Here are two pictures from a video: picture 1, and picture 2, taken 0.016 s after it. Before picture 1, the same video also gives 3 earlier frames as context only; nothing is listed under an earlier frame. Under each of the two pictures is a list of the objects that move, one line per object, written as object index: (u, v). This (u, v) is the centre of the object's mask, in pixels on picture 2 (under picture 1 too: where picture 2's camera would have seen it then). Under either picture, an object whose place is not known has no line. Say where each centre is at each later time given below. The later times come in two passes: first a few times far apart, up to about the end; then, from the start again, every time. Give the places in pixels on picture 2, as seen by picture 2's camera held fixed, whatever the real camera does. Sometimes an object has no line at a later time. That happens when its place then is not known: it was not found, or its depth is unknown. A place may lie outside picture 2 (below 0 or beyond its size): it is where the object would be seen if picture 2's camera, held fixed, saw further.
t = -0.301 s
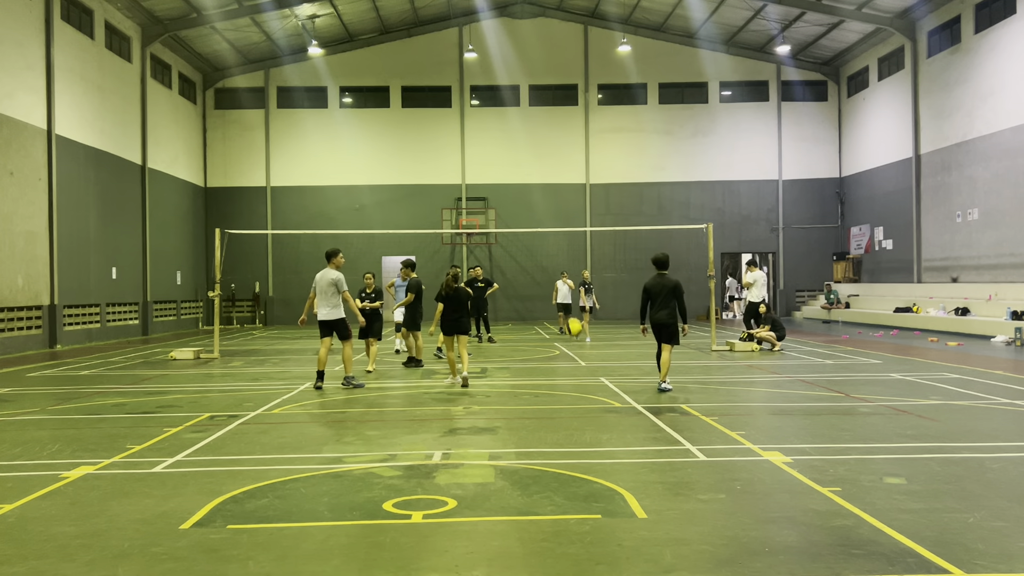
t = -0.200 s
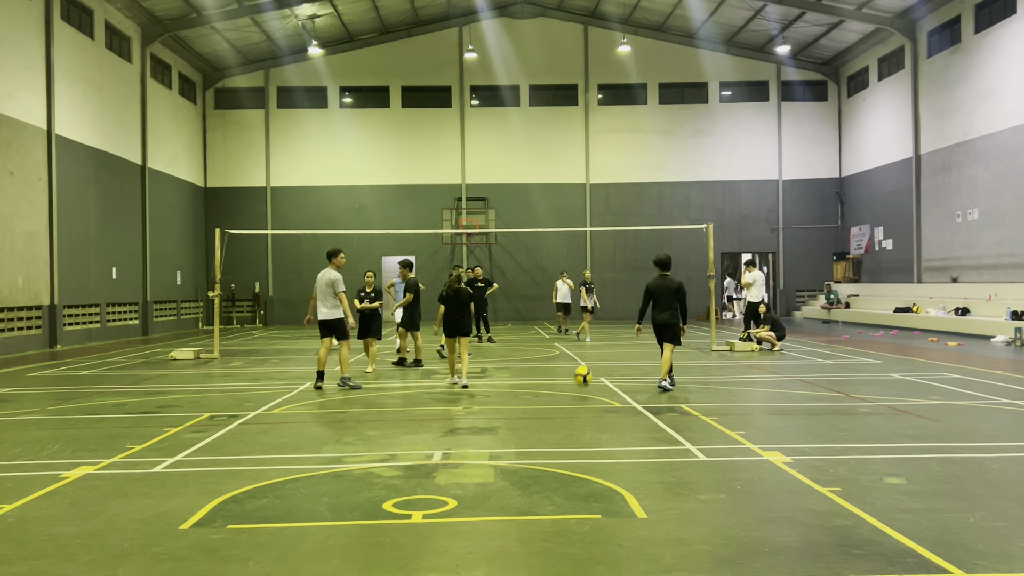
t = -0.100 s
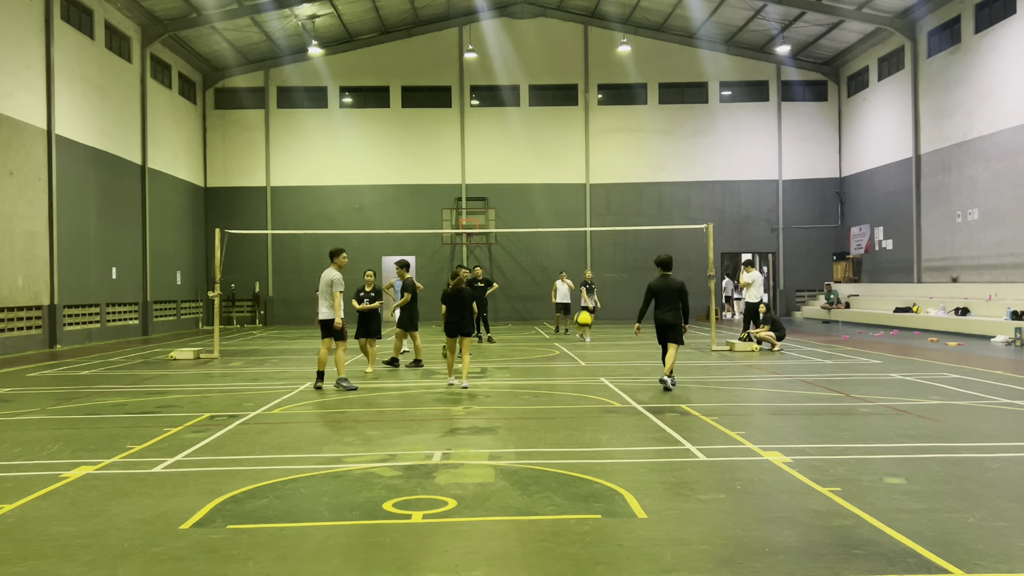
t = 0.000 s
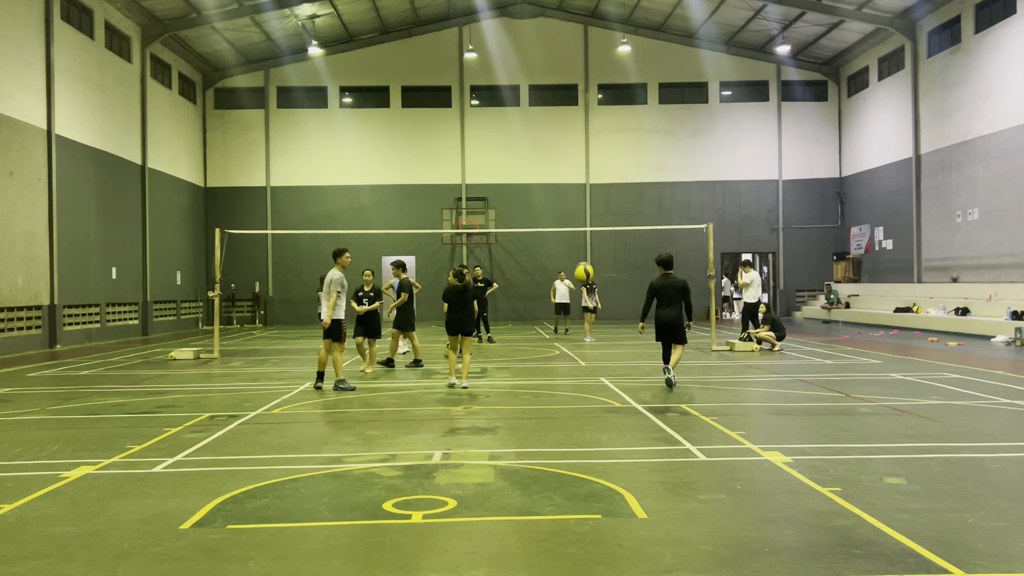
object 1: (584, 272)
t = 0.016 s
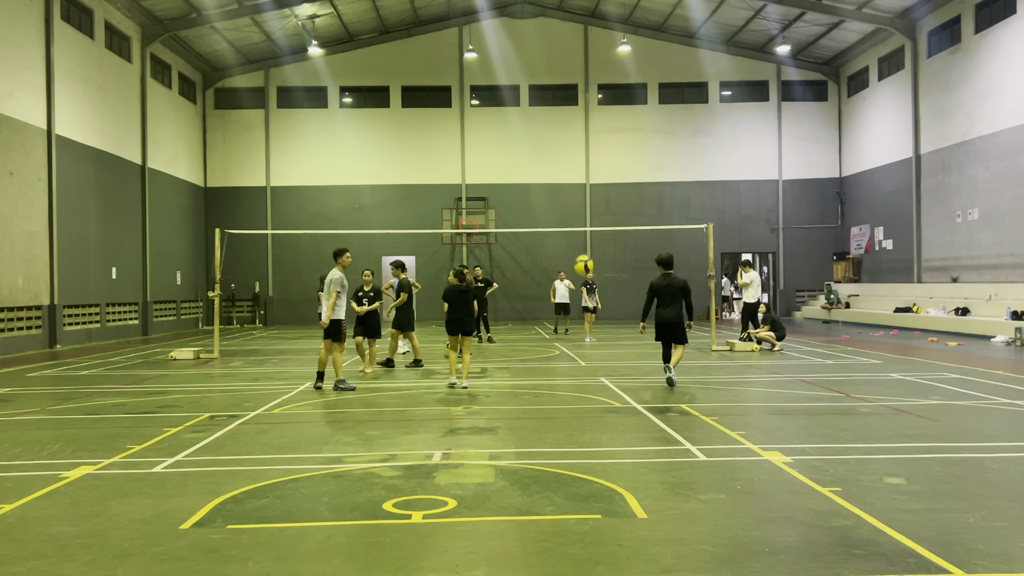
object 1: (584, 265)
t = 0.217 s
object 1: (586, 193)
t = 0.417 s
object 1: (588, 154)
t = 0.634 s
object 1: (592, 153)
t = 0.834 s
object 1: (596, 195)
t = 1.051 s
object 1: (601, 295)
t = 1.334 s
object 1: (608, 371)
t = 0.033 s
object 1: (584, 258)
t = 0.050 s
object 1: (584, 251)
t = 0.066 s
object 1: (584, 244)
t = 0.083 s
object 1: (584, 238)
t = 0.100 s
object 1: (584, 231)
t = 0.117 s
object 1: (584, 226)
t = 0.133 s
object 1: (584, 219)
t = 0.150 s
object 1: (585, 213)
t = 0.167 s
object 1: (585, 208)
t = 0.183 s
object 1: (585, 203)
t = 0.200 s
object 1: (585, 197)
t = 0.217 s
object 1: (586, 193)
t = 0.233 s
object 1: (586, 189)
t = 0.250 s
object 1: (586, 184)
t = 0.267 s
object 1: (586, 180)
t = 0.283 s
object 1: (586, 176)
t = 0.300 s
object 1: (586, 173)
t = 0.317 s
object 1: (587, 169)
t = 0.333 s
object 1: (587, 166)
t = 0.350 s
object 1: (587, 163)
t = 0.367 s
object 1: (588, 160)
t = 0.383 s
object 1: (588, 158)
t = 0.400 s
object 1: (588, 156)
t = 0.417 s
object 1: (588, 154)
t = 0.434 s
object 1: (588, 152)
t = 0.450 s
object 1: (589, 150)
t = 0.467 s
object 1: (589, 149)
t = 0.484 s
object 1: (589, 148)
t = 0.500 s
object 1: (589, 148)
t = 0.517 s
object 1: (590, 148)
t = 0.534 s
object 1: (590, 147)
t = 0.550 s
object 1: (590, 148)
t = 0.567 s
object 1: (591, 148)
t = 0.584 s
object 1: (591, 149)
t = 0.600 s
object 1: (591, 150)
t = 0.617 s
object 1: (591, 151)
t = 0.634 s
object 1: (592, 153)
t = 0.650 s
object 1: (592, 154)
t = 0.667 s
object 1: (593, 157)
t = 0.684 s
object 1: (593, 159)
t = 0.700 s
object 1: (593, 162)
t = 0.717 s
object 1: (594, 165)
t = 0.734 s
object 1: (594, 168)
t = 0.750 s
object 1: (594, 172)
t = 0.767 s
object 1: (595, 177)
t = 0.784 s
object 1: (595, 181)
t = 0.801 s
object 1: (596, 186)
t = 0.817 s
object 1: (596, 190)
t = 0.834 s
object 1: (596, 195)
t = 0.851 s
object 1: (597, 201)
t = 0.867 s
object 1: (597, 207)
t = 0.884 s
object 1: (597, 213)
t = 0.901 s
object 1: (598, 219)
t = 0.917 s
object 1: (598, 226)
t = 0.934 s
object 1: (599, 234)
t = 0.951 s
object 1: (599, 242)
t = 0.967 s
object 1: (599, 250)
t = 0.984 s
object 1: (600, 258)
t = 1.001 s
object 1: (600, 267)
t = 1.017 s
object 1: (601, 276)
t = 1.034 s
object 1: (601, 286)
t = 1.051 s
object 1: (601, 295)
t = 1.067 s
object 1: (602, 306)
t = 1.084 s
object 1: (602, 316)
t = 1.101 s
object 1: (603, 327)
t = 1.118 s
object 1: (603, 338)
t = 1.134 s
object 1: (604, 350)
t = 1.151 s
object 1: (604, 363)
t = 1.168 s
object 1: (605, 375)
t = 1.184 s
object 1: (605, 387)
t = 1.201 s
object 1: (606, 401)
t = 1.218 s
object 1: (606, 416)
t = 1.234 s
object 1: (607, 427)
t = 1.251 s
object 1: (607, 419)
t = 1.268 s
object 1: (607, 408)
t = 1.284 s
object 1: (607, 398)
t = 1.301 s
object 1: (607, 388)
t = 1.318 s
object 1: (608, 380)
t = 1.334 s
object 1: (608, 371)
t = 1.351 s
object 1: (608, 363)
